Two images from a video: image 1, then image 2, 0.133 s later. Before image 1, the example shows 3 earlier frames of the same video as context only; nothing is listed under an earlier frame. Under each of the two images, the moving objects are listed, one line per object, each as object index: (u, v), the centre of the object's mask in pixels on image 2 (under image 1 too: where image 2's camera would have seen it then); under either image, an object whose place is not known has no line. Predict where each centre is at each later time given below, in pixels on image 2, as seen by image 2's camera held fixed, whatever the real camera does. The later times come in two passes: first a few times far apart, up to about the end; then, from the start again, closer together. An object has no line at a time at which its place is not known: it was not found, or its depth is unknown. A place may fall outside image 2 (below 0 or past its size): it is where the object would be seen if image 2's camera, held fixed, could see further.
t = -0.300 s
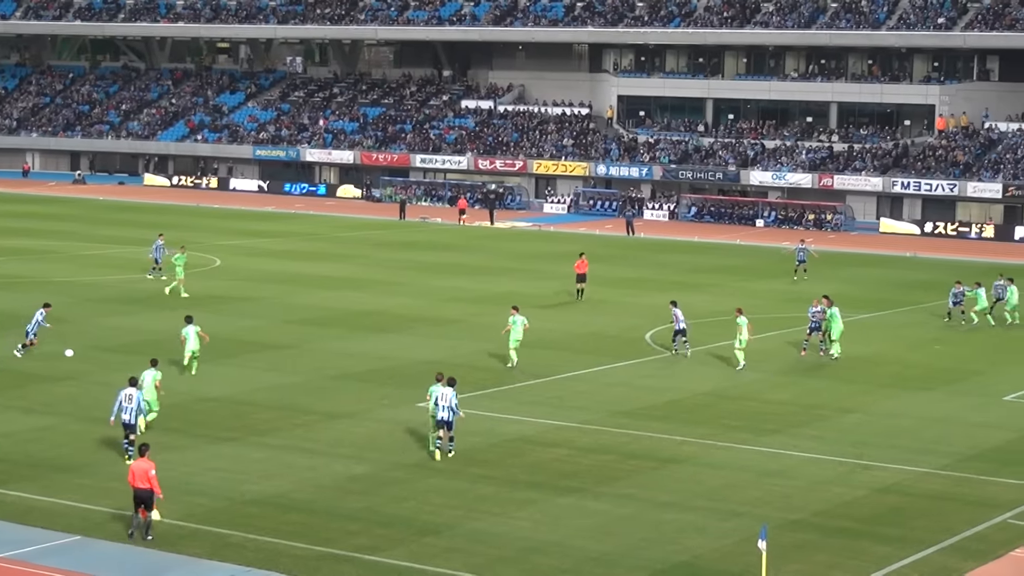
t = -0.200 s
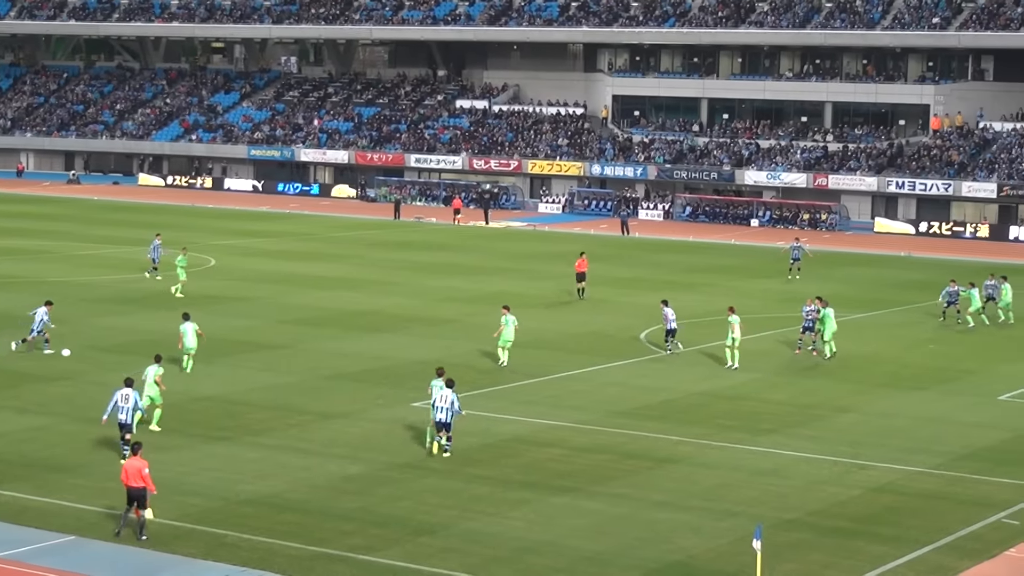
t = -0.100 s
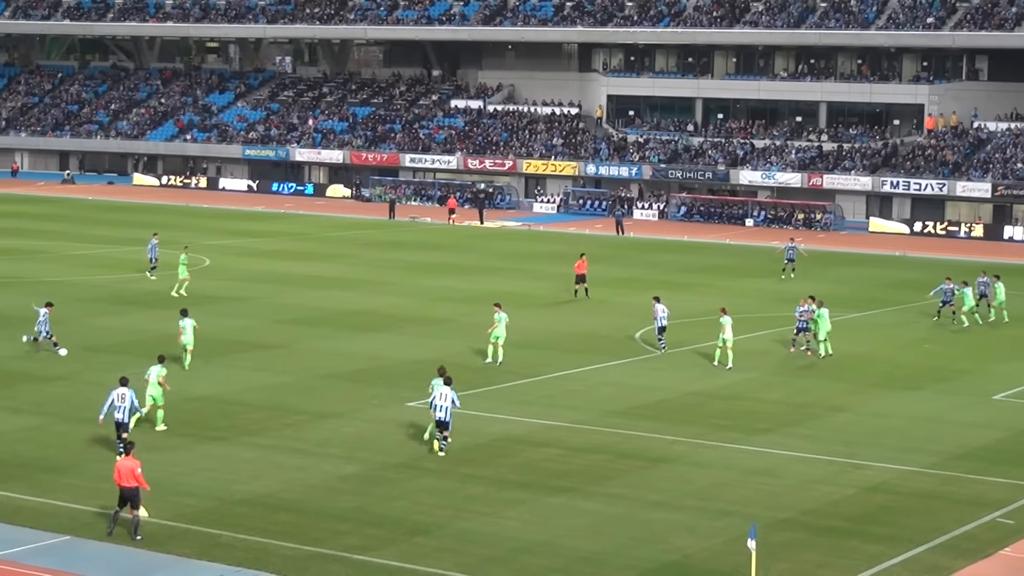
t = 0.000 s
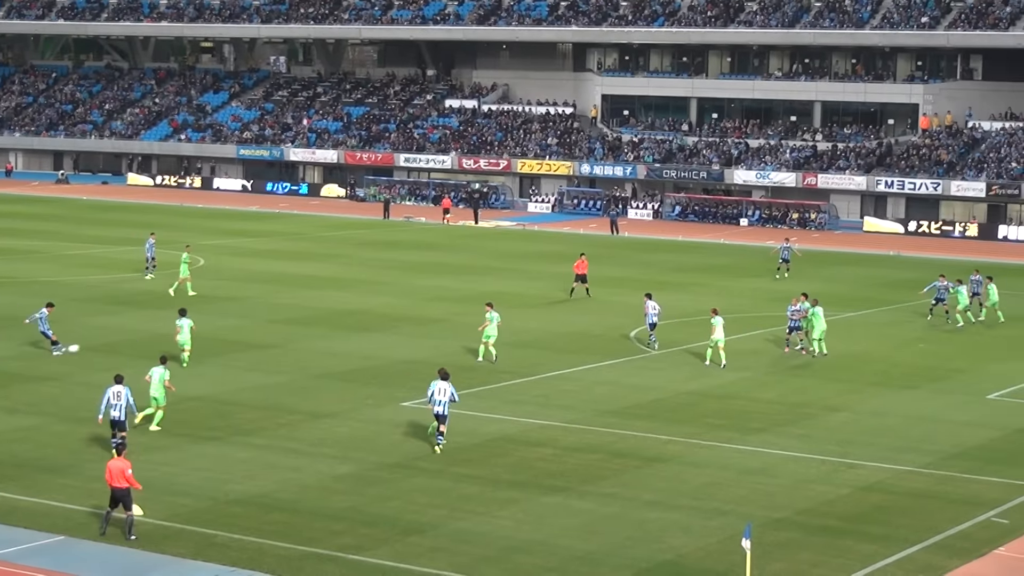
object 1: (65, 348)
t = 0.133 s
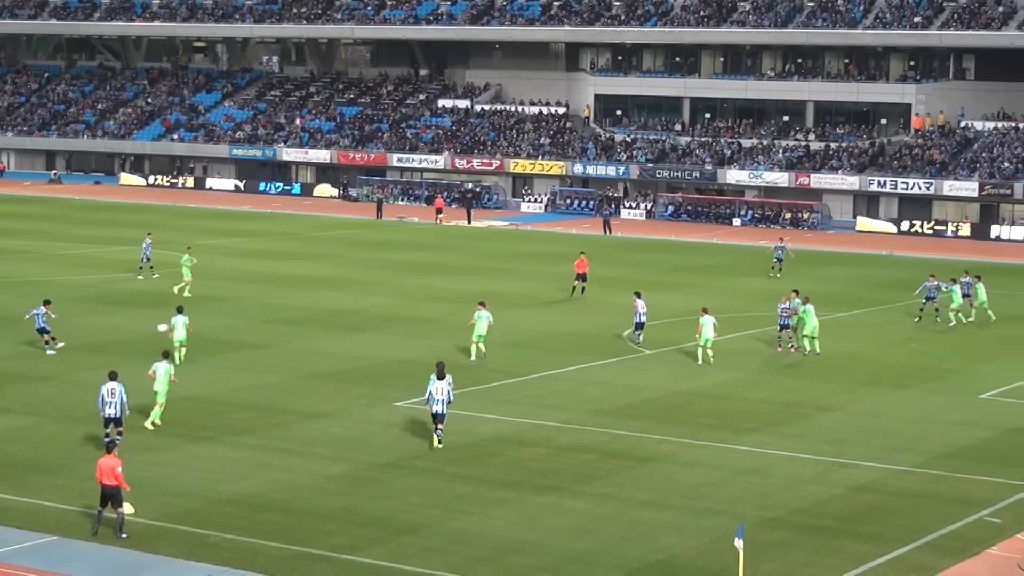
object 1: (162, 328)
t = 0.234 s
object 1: (226, 318)
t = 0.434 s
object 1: (333, 311)
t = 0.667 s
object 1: (426, 309)
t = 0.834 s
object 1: (475, 297)
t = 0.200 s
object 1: (206, 321)
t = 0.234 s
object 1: (226, 318)
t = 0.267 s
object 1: (245, 316)
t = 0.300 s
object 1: (264, 314)
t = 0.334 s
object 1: (282, 312)
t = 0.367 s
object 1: (300, 311)
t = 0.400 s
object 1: (317, 311)
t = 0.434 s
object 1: (333, 311)
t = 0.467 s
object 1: (348, 311)
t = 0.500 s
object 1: (363, 311)
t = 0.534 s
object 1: (377, 312)
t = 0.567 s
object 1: (391, 314)
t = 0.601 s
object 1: (404, 315)
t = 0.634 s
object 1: (415, 312)
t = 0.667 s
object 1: (426, 309)
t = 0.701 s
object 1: (436, 305)
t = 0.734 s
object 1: (446, 303)
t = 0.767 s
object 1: (456, 300)
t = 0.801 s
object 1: (465, 298)
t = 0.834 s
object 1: (475, 297)
